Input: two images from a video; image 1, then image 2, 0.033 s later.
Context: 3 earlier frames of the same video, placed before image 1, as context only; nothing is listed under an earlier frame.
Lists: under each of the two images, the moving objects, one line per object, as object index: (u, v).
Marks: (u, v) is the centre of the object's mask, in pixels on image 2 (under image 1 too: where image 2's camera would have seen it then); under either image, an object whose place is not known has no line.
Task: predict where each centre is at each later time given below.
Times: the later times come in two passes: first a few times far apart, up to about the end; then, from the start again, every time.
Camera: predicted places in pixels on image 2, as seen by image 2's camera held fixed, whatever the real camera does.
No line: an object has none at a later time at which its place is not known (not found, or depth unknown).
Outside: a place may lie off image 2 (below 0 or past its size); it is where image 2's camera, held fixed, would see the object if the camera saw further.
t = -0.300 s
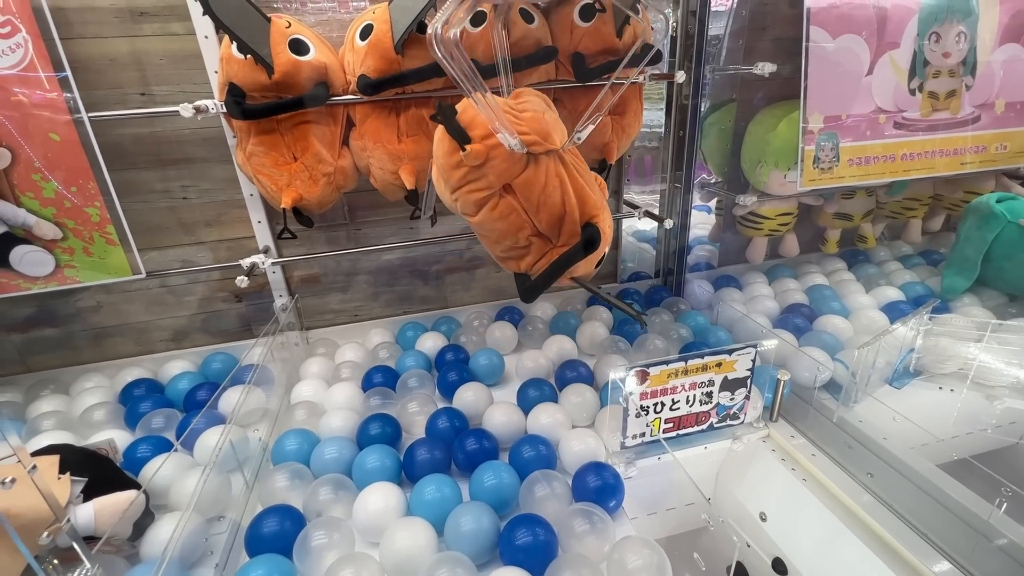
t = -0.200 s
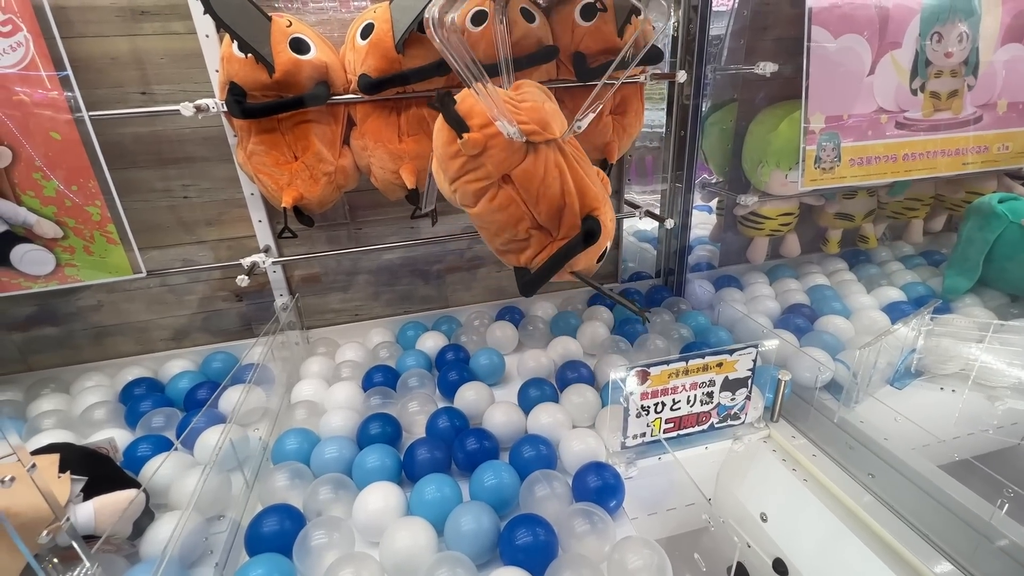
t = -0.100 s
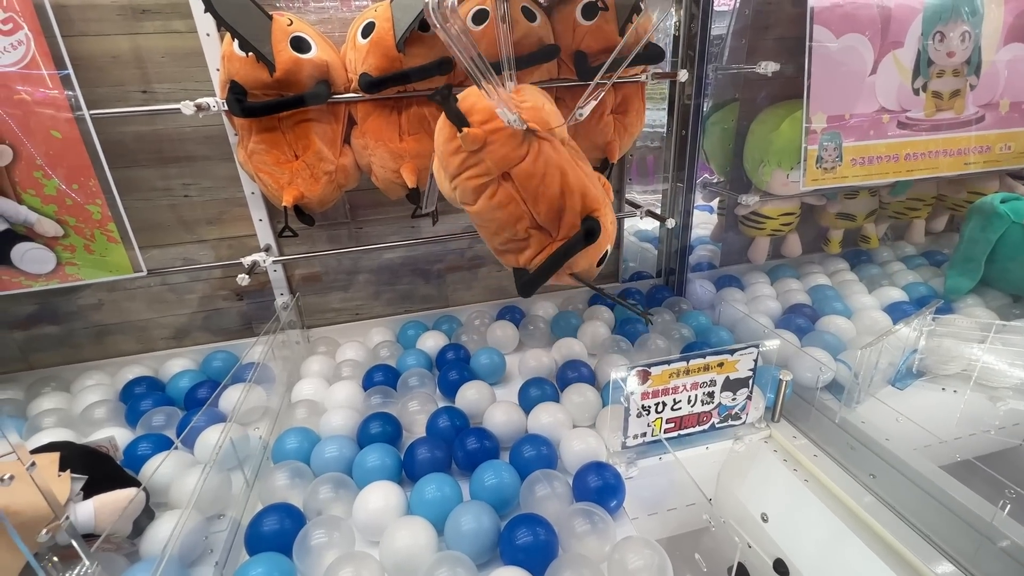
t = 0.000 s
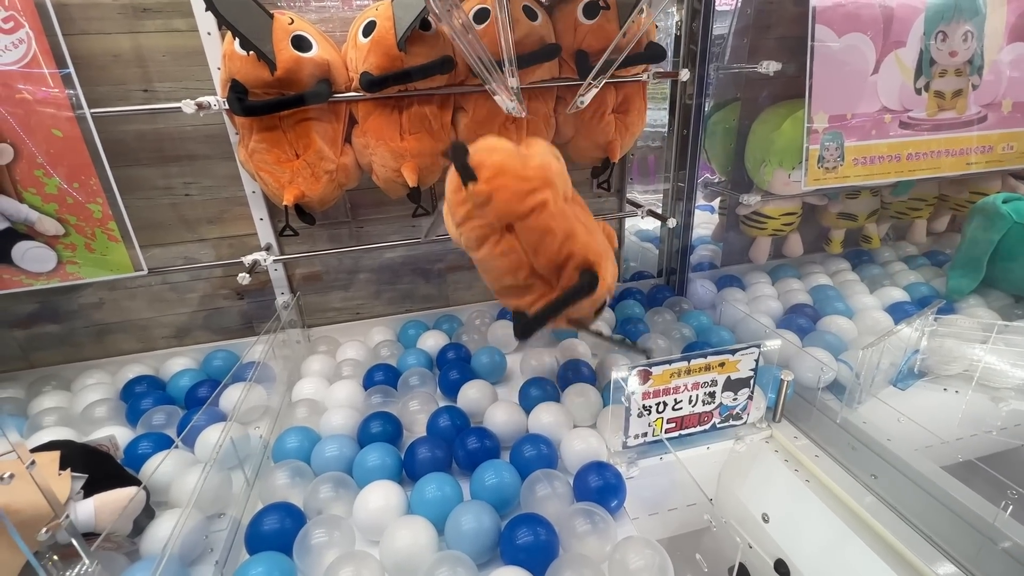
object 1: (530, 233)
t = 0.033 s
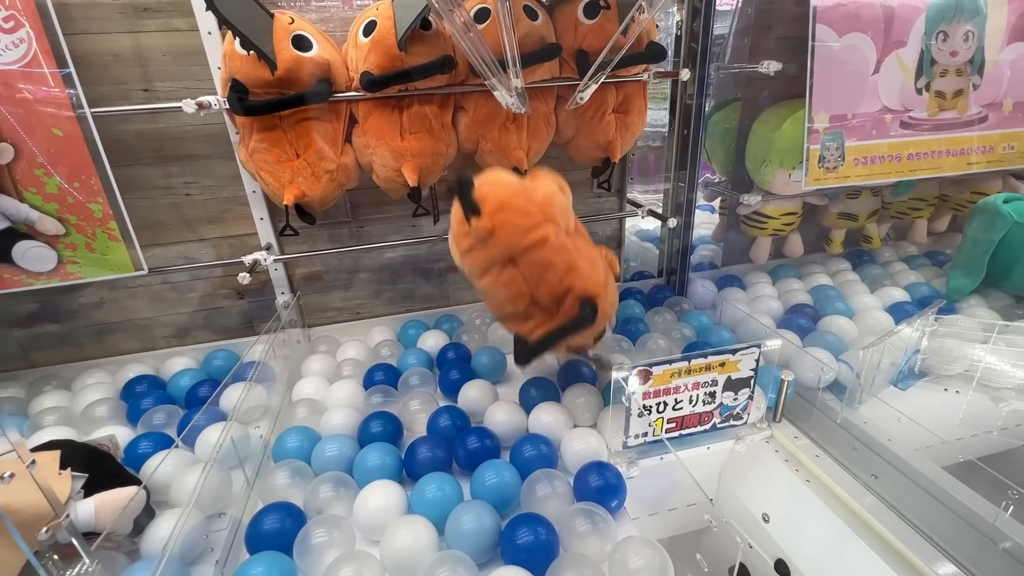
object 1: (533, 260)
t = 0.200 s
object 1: (513, 323)
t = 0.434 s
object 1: (486, 364)
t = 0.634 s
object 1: (492, 365)
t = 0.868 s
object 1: (492, 363)
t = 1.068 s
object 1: (492, 364)
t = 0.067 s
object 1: (536, 294)
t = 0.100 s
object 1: (535, 318)
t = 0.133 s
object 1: (533, 322)
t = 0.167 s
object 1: (523, 320)
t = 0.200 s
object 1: (513, 323)
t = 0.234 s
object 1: (508, 332)
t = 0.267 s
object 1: (507, 339)
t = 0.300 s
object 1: (499, 340)
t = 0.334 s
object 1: (495, 343)
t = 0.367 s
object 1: (492, 350)
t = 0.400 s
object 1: (496, 358)
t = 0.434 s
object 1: (486, 364)
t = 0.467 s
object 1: (489, 366)
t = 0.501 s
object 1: (491, 366)
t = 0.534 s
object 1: (493, 366)
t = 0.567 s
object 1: (493, 365)
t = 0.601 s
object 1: (492, 365)
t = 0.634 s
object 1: (492, 365)
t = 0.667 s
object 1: (492, 365)
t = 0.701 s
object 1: (490, 364)
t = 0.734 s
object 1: (491, 363)
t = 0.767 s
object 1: (491, 363)
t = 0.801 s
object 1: (492, 363)
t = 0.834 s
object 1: (492, 363)
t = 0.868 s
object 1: (492, 363)
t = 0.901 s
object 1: (492, 364)
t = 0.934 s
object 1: (492, 364)
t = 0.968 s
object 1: (492, 364)
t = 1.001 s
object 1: (492, 364)
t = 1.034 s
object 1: (491, 364)
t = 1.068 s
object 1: (492, 364)
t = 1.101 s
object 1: (492, 364)
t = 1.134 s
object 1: (492, 364)
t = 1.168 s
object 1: (492, 364)
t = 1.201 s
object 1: (492, 364)
